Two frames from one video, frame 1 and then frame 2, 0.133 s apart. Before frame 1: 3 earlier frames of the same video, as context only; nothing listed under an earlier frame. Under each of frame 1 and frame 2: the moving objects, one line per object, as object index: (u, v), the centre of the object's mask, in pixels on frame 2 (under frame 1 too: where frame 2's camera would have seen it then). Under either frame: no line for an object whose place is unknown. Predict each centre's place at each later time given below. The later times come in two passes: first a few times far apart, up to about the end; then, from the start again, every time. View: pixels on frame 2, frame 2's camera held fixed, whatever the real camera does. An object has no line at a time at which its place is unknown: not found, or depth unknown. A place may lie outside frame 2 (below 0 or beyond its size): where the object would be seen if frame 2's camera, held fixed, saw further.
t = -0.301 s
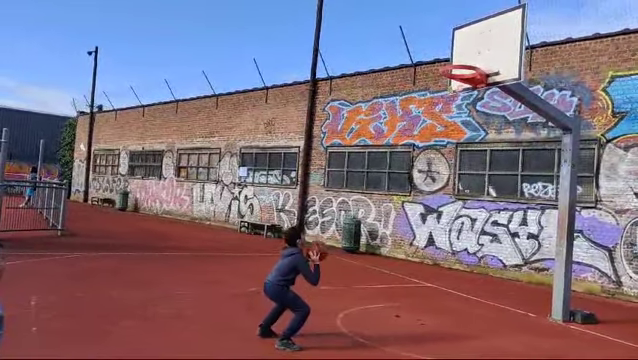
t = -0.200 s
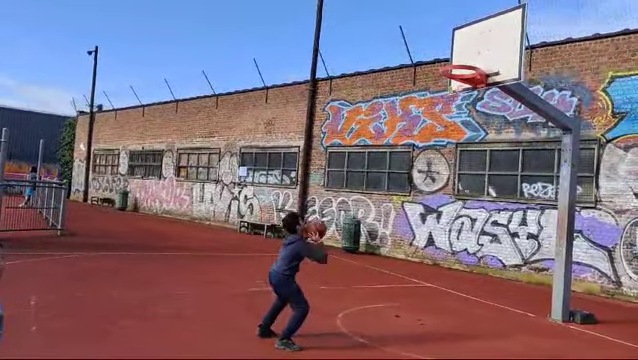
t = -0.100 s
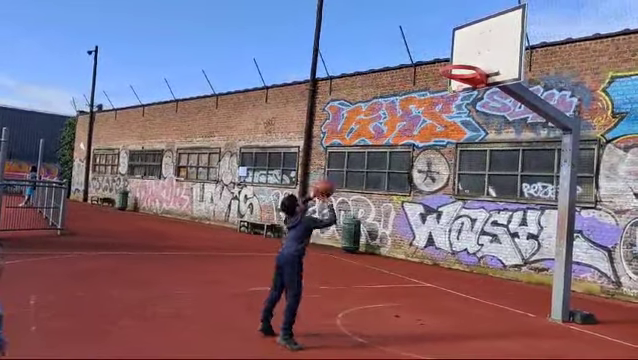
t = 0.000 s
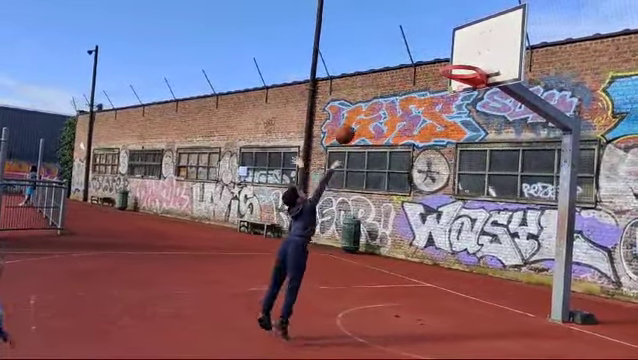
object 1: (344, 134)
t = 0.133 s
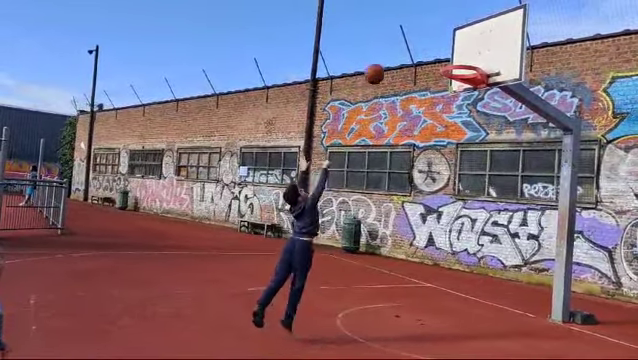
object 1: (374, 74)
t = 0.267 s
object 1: (401, 32)
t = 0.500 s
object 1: (442, 4)
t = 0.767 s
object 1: (484, 20)
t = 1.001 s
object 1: (458, 57)
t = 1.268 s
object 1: (461, 56)
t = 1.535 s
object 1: (451, 59)
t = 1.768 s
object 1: (432, 69)
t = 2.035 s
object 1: (407, 115)
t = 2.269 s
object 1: (385, 193)
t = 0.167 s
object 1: (381, 62)
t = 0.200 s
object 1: (388, 51)
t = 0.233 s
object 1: (394, 41)
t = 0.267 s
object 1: (401, 32)
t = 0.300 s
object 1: (407, 25)
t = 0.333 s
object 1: (413, 18)
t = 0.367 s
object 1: (420, 12)
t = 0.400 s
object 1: (425, 9)
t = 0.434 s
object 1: (431, 6)
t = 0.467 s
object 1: (437, 5)
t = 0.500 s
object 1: (442, 4)
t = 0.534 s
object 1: (448, 3)
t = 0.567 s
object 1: (453, 3)
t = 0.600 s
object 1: (459, 4)
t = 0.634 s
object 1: (464, 5)
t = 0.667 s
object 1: (469, 7)
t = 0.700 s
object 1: (474, 10)
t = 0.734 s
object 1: (479, 14)
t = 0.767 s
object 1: (484, 20)
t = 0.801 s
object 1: (480, 22)
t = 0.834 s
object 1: (476, 26)
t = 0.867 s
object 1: (473, 30)
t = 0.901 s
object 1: (469, 36)
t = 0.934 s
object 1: (466, 43)
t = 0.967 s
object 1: (461, 50)
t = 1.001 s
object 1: (458, 57)
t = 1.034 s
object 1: (458, 59)
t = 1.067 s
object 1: (458, 59)
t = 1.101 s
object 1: (458, 60)
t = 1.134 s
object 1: (459, 62)
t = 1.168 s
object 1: (458, 60)
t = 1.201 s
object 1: (459, 58)
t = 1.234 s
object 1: (460, 57)
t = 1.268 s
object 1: (461, 56)
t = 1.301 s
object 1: (462, 56)
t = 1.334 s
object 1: (463, 56)
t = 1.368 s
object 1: (461, 55)
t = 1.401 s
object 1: (459, 54)
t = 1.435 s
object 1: (457, 54)
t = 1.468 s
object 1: (455, 56)
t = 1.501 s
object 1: (453, 57)
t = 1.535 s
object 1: (451, 59)
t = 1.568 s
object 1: (448, 61)
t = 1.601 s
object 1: (445, 62)
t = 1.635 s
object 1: (442, 63)
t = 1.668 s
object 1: (441, 63)
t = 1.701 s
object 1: (438, 65)
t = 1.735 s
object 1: (434, 67)
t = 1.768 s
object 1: (432, 69)
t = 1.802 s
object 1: (428, 74)
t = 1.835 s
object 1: (427, 76)
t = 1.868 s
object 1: (424, 80)
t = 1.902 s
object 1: (420, 85)
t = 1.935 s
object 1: (416, 94)
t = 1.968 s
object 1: (413, 99)
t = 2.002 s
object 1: (409, 106)
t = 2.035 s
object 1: (407, 115)
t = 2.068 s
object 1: (403, 124)
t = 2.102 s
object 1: (401, 133)
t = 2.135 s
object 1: (398, 144)
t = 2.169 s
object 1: (393, 155)
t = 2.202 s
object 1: (390, 166)
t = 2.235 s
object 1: (388, 179)
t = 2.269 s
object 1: (385, 193)
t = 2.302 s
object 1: (382, 205)
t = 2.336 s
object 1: (379, 220)
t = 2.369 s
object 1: (375, 235)
